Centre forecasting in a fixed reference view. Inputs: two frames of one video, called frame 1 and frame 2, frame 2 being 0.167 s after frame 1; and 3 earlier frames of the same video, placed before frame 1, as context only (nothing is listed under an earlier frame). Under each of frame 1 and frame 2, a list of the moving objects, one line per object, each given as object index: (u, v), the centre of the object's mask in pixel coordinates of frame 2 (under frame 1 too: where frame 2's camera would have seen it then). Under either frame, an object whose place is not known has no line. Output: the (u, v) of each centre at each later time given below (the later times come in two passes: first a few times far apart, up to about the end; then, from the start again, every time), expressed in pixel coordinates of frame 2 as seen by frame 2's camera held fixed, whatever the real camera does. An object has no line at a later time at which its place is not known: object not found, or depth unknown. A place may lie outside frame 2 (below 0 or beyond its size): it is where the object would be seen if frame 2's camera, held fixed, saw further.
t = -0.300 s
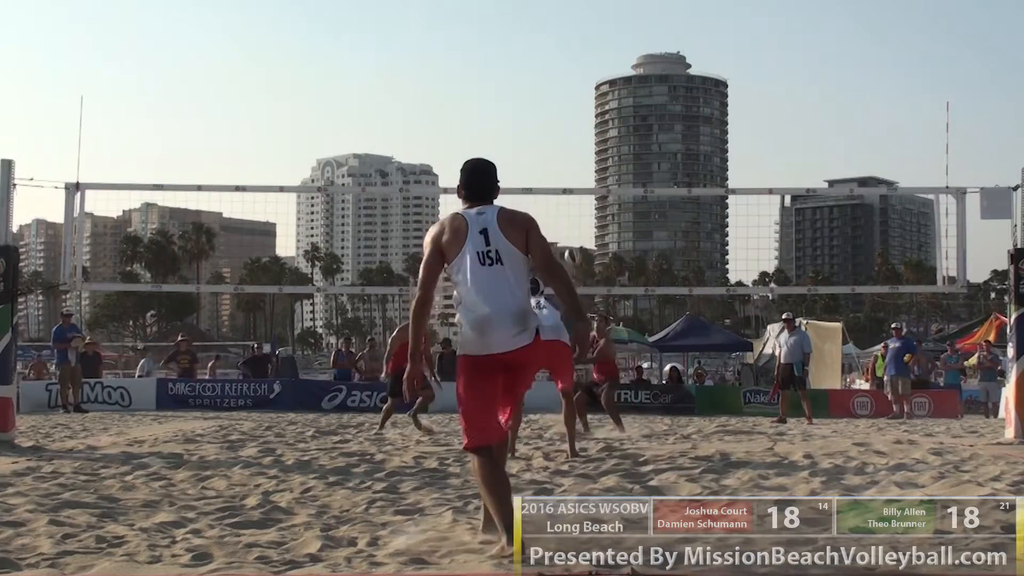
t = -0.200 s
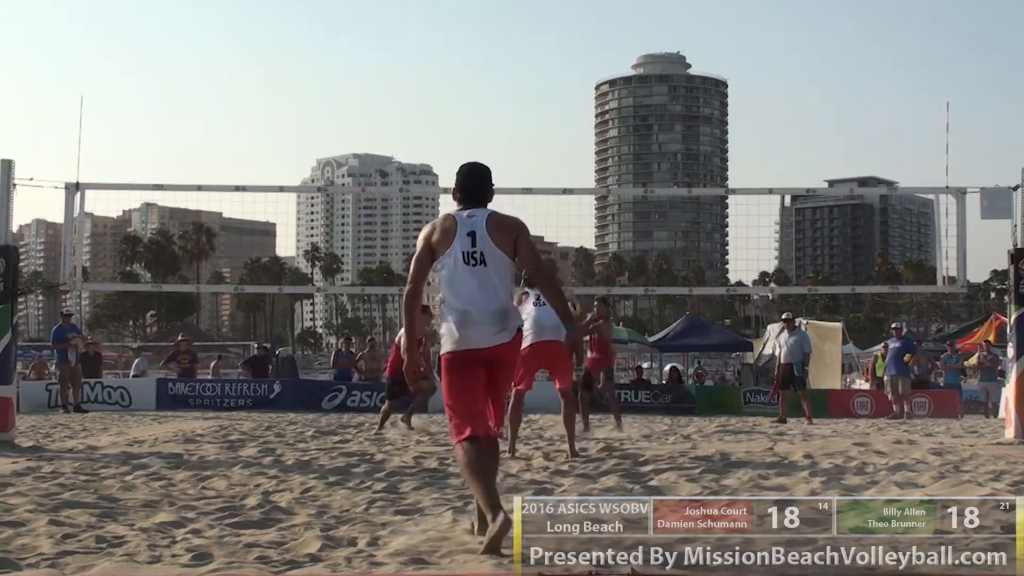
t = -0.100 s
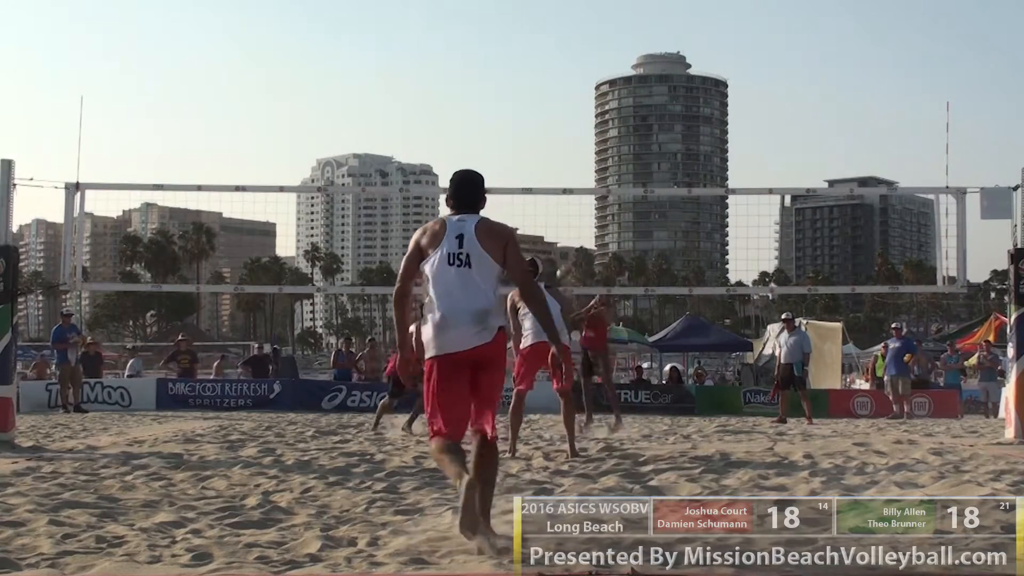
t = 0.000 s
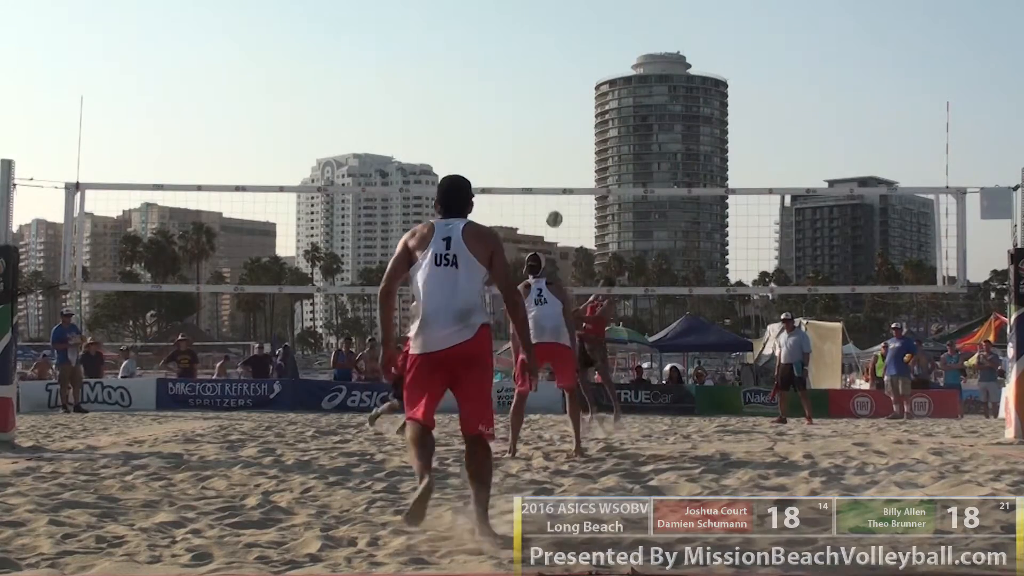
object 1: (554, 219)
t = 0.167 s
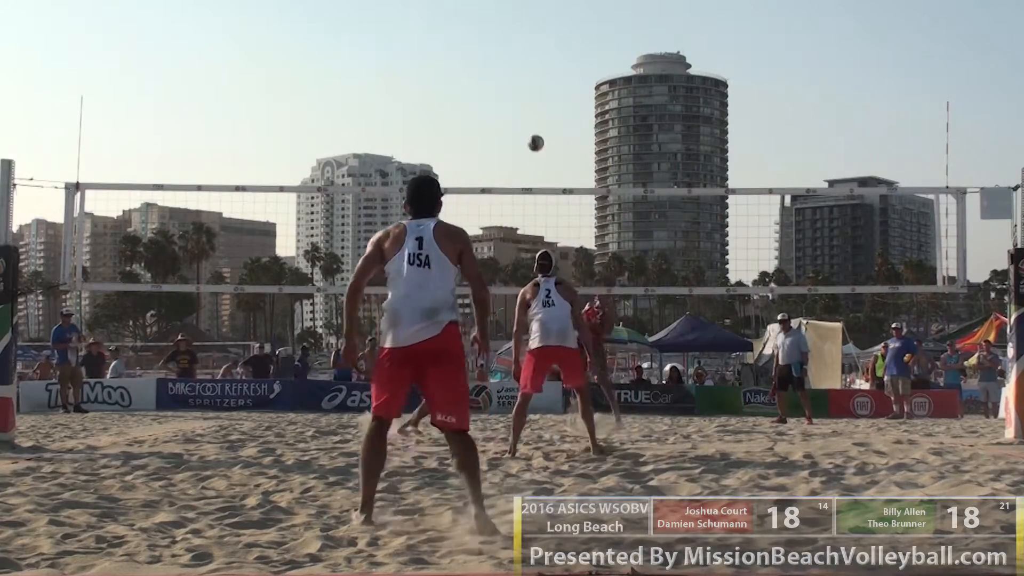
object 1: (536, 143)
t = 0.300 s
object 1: (521, 97)
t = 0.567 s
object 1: (492, 47)
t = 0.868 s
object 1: (462, 58)
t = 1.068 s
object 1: (443, 106)
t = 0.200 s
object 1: (532, 130)
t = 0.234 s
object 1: (528, 118)
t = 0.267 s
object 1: (525, 107)
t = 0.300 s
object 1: (521, 97)
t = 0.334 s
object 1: (518, 88)
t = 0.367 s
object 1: (514, 79)
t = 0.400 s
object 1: (510, 72)
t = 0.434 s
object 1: (507, 65)
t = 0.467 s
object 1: (503, 59)
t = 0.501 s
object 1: (500, 54)
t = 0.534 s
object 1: (496, 50)
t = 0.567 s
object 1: (492, 47)
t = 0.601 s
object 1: (489, 44)
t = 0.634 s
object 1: (485, 43)
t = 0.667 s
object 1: (482, 42)
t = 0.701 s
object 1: (479, 43)
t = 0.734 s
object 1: (475, 44)
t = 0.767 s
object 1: (472, 46)
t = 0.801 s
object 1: (469, 49)
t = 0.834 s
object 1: (465, 53)
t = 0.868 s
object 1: (462, 58)
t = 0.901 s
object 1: (459, 64)
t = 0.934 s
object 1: (456, 70)
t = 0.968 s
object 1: (452, 78)
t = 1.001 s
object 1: (449, 87)
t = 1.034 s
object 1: (446, 96)
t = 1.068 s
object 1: (443, 106)
